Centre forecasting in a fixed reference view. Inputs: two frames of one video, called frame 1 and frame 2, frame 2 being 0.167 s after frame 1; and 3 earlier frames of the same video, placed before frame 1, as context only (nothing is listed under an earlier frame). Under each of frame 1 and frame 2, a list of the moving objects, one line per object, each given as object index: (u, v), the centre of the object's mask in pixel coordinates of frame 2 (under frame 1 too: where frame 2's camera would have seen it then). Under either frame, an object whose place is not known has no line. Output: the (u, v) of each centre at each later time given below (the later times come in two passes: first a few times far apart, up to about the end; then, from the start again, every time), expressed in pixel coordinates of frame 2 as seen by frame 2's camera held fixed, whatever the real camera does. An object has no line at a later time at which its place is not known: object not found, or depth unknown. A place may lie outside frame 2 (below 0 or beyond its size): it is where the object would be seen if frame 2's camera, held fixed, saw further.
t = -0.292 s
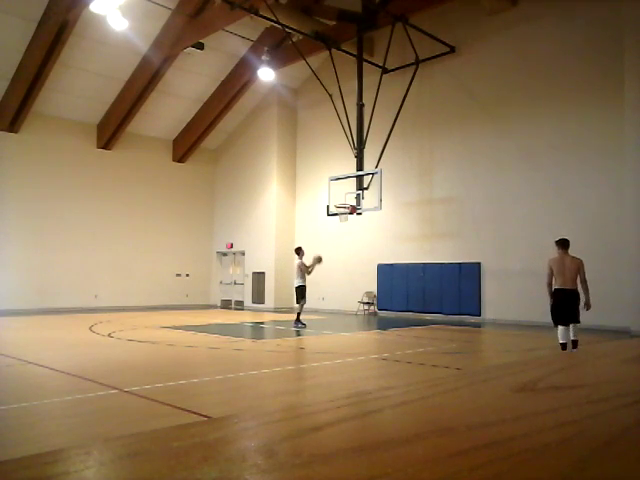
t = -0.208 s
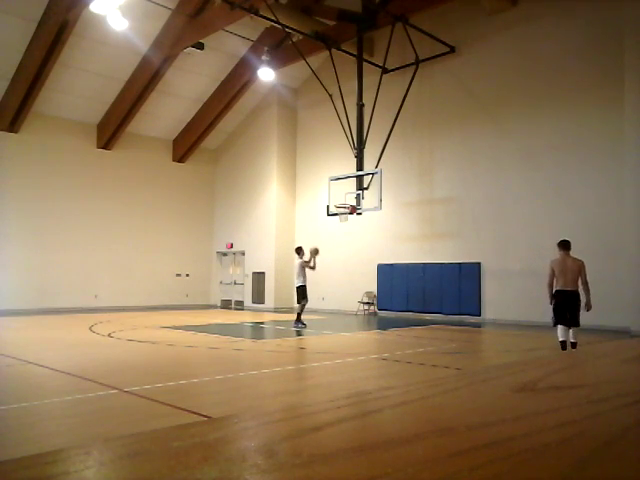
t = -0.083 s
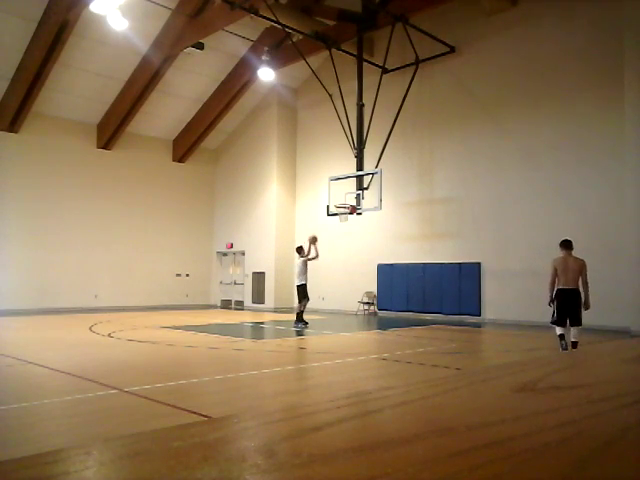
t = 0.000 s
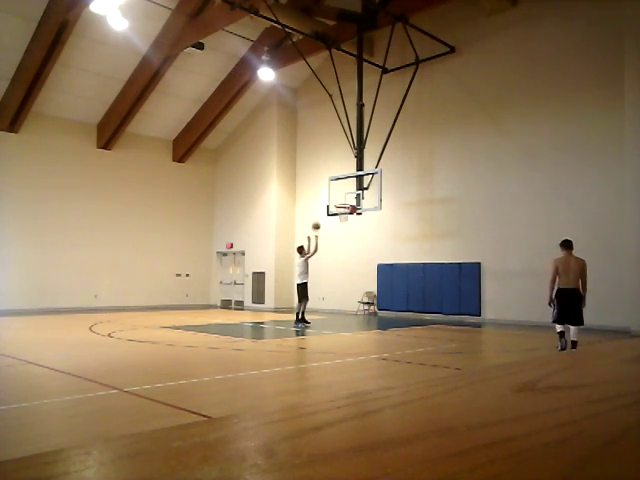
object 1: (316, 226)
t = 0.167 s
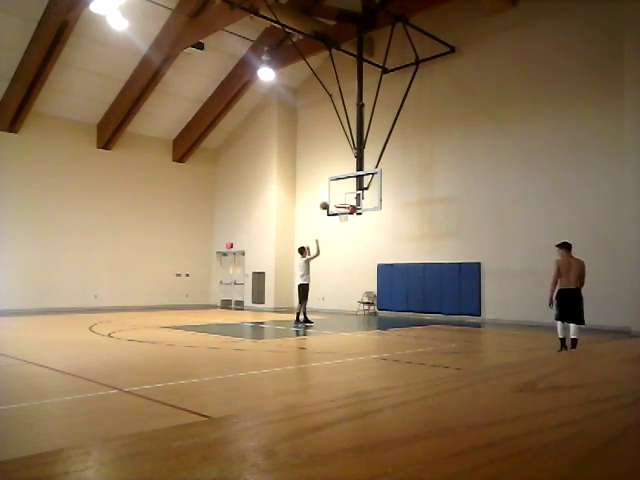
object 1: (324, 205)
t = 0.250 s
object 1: (327, 199)
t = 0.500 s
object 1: (338, 197)
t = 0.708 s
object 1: (347, 212)
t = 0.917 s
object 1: (345, 222)
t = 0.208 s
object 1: (325, 202)
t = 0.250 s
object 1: (327, 199)
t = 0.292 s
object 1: (329, 197)
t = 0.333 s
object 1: (331, 196)
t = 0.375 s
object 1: (333, 195)
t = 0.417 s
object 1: (335, 195)
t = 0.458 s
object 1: (337, 196)
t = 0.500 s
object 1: (338, 197)
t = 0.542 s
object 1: (340, 199)
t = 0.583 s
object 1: (342, 201)
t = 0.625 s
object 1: (344, 205)
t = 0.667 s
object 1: (345, 208)
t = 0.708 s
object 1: (347, 212)
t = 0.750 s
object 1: (347, 214)
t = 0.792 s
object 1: (347, 214)
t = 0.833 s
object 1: (346, 216)
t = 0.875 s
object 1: (346, 220)
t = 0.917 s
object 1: (345, 222)
